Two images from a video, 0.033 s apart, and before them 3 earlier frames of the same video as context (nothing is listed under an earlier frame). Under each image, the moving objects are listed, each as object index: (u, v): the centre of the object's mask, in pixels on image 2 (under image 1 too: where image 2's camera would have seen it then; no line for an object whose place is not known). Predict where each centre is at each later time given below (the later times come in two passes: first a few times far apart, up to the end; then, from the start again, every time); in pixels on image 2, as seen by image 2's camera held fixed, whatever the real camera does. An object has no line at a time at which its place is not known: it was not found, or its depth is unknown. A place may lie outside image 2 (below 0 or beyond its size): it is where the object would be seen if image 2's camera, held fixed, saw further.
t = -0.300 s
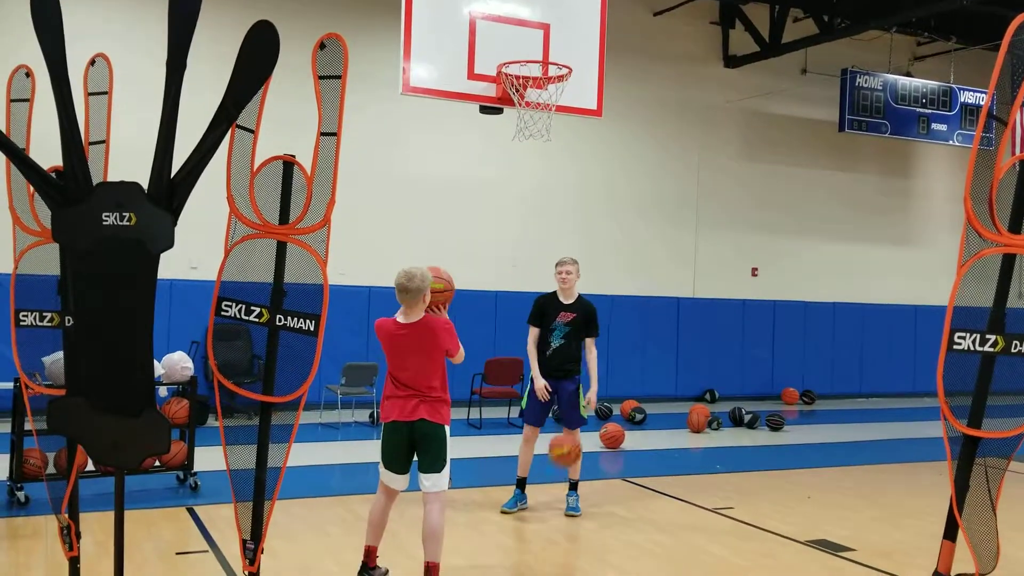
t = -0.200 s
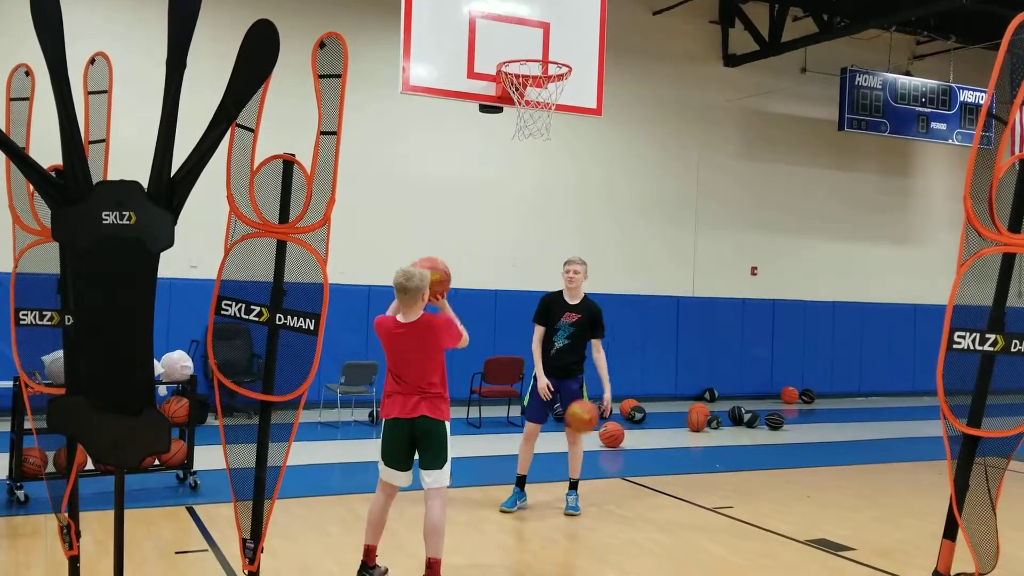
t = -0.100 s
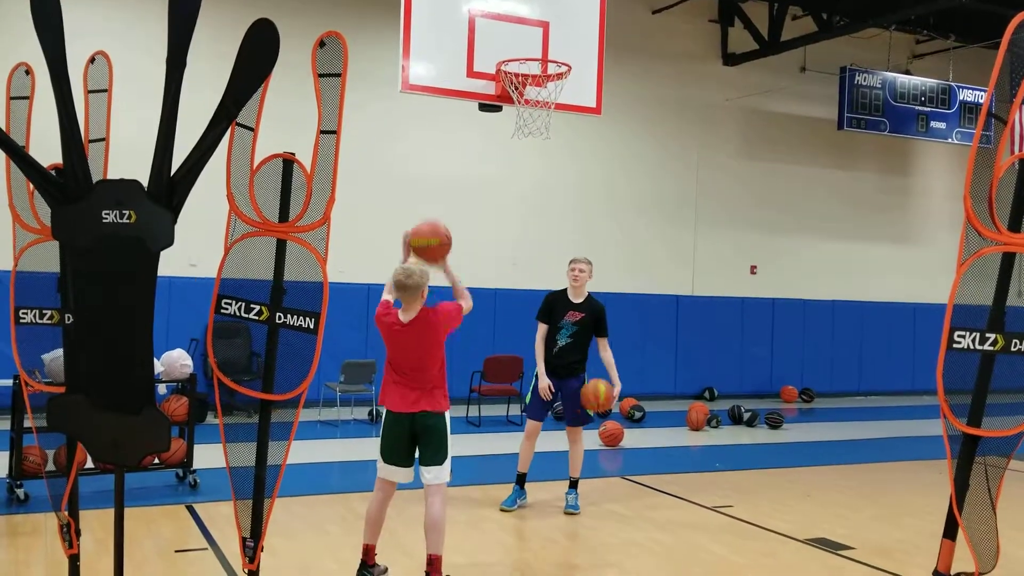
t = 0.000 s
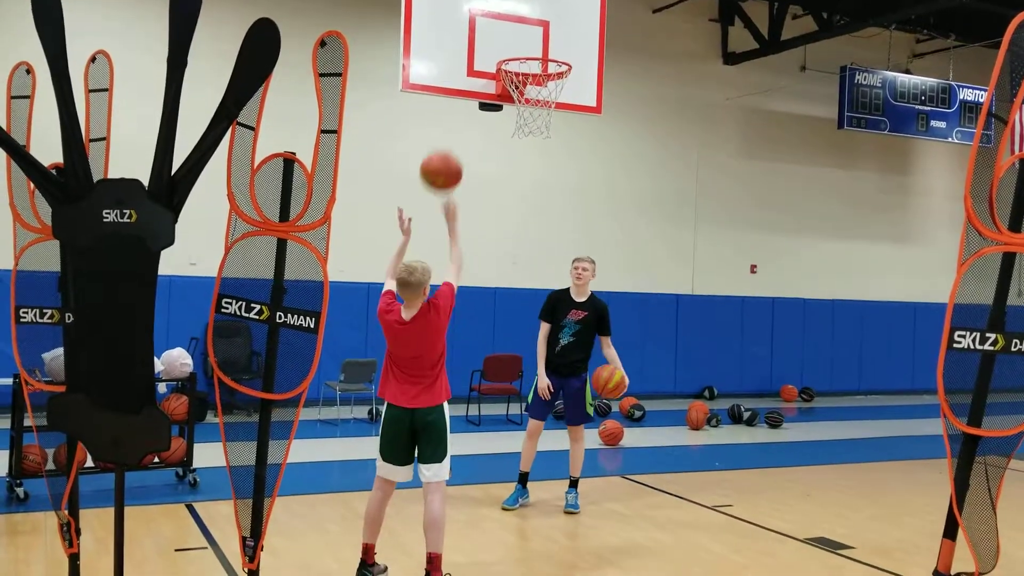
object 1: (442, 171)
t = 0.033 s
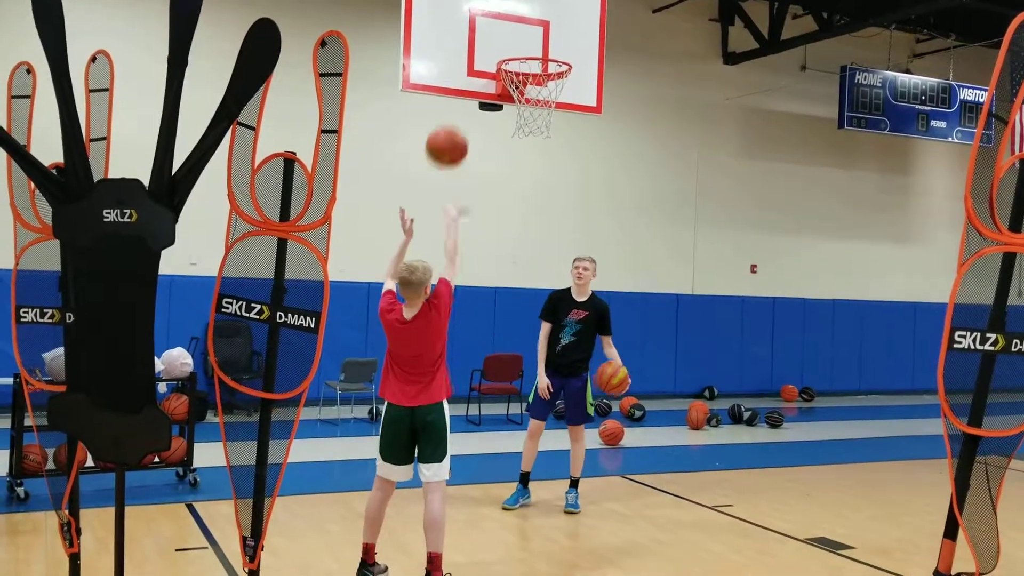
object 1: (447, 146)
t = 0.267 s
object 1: (482, 34)
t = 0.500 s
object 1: (510, 17)
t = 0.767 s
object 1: (534, 97)
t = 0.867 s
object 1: (540, 145)
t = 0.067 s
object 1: (452, 124)
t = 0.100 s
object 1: (457, 104)
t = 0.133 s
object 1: (463, 86)
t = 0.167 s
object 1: (468, 70)
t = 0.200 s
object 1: (473, 56)
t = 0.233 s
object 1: (477, 44)
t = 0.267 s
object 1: (482, 34)
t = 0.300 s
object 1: (486, 26)
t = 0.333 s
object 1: (490, 20)
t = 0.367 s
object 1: (494, 17)
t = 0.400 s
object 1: (498, 16)
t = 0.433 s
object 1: (502, 15)
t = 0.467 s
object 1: (506, 16)
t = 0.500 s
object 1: (510, 17)
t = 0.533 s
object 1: (514, 21)
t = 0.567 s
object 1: (517, 27)
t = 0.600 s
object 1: (520, 35)
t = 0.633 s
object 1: (523, 42)
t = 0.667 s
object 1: (527, 56)
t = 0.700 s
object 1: (529, 69)
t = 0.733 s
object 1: (532, 82)
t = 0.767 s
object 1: (534, 97)
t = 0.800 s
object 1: (537, 115)
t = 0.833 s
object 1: (539, 130)
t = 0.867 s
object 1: (540, 145)
